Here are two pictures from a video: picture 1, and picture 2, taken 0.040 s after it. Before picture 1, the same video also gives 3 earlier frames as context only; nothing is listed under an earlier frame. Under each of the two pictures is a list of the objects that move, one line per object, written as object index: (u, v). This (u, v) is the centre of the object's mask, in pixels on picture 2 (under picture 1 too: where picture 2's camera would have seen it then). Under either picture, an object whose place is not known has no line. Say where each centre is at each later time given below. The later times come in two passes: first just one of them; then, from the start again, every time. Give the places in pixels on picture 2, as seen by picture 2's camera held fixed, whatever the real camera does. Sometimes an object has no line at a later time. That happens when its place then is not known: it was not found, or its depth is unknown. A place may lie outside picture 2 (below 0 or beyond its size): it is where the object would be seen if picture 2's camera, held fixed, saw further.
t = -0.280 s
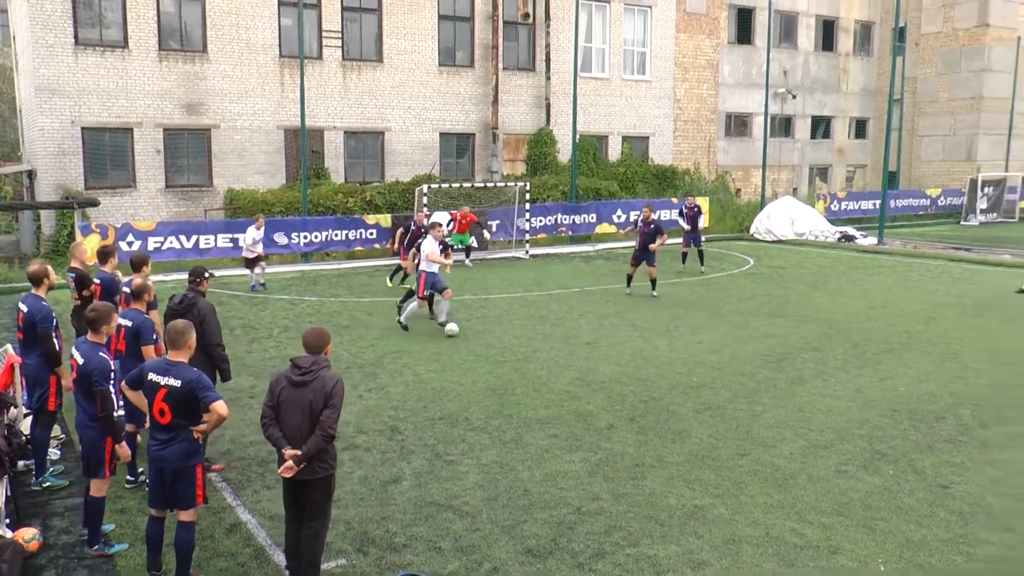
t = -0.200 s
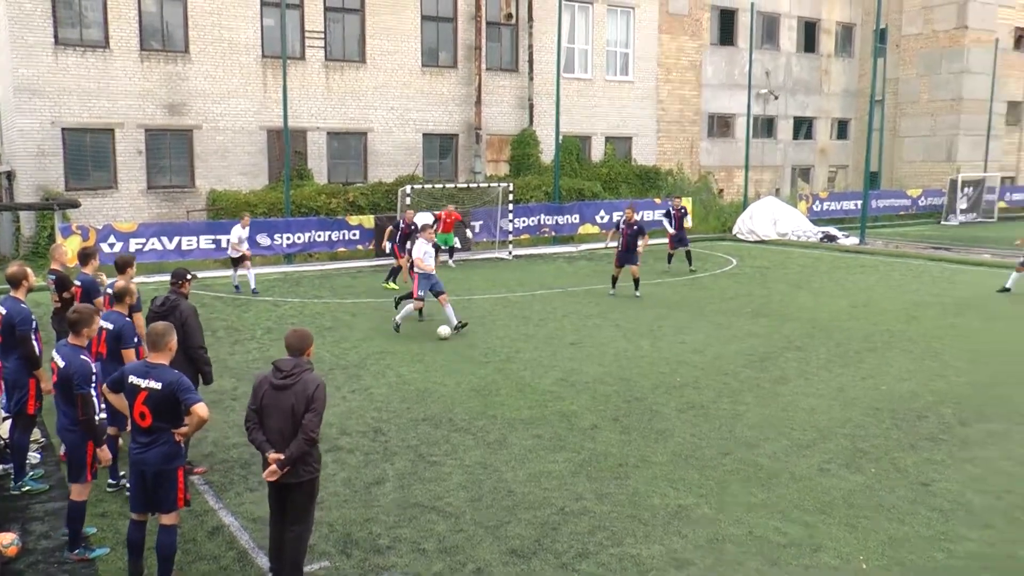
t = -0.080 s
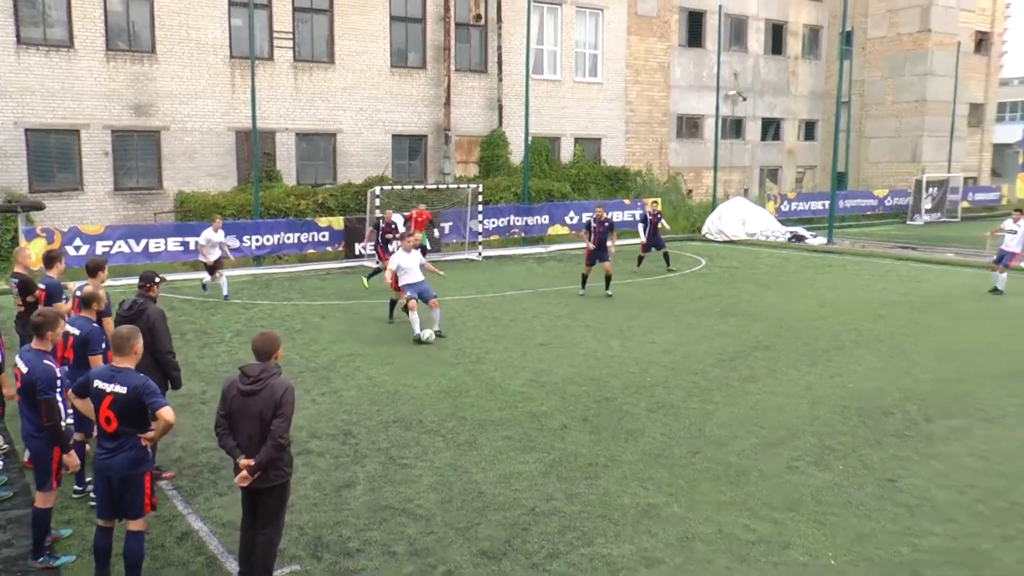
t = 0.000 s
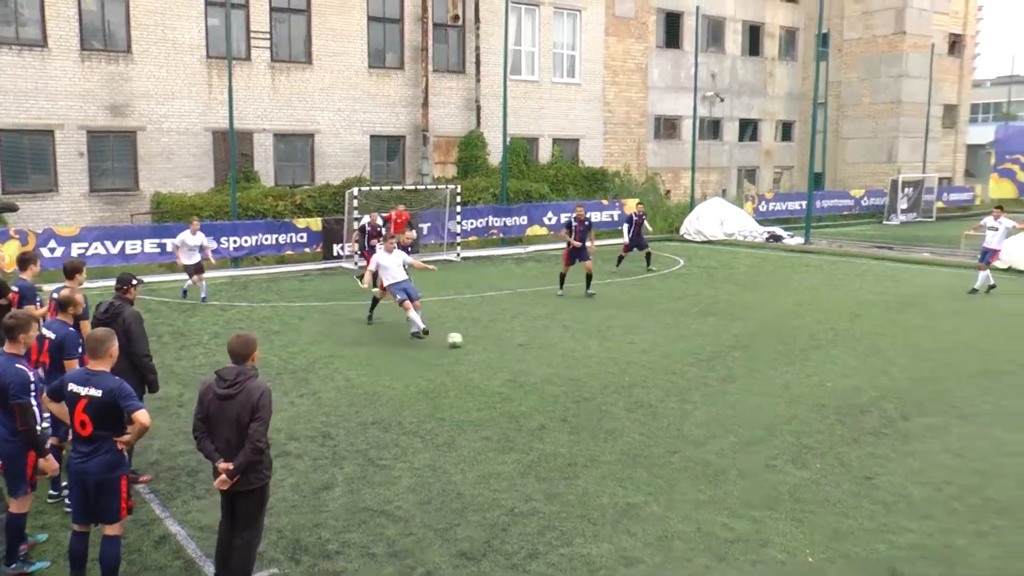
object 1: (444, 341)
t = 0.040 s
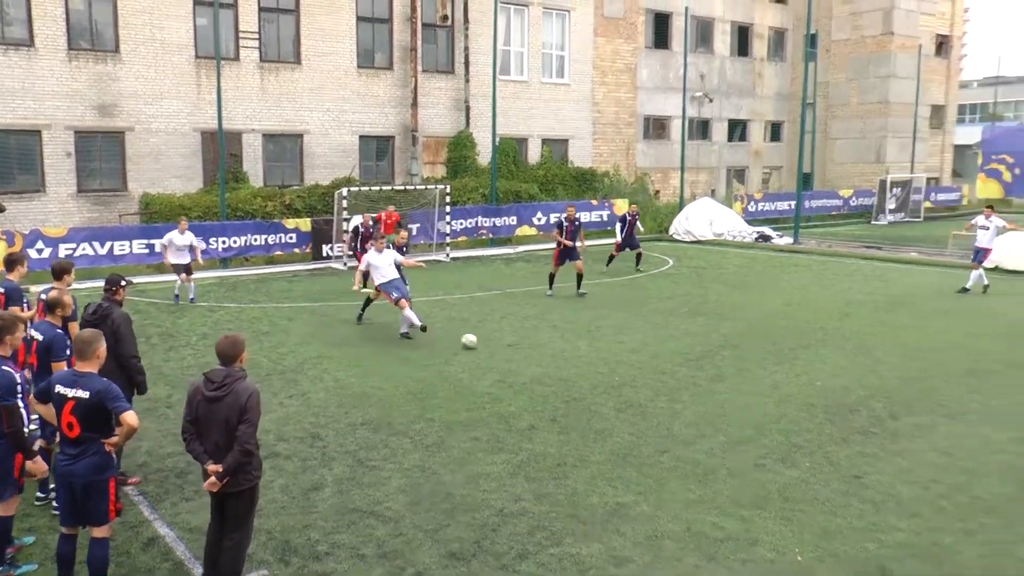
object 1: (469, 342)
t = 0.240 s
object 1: (588, 347)
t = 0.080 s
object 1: (494, 343)
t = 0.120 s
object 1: (518, 345)
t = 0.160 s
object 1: (542, 346)
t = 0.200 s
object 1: (565, 347)
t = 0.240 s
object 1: (588, 347)
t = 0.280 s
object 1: (610, 348)
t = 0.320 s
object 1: (633, 350)
